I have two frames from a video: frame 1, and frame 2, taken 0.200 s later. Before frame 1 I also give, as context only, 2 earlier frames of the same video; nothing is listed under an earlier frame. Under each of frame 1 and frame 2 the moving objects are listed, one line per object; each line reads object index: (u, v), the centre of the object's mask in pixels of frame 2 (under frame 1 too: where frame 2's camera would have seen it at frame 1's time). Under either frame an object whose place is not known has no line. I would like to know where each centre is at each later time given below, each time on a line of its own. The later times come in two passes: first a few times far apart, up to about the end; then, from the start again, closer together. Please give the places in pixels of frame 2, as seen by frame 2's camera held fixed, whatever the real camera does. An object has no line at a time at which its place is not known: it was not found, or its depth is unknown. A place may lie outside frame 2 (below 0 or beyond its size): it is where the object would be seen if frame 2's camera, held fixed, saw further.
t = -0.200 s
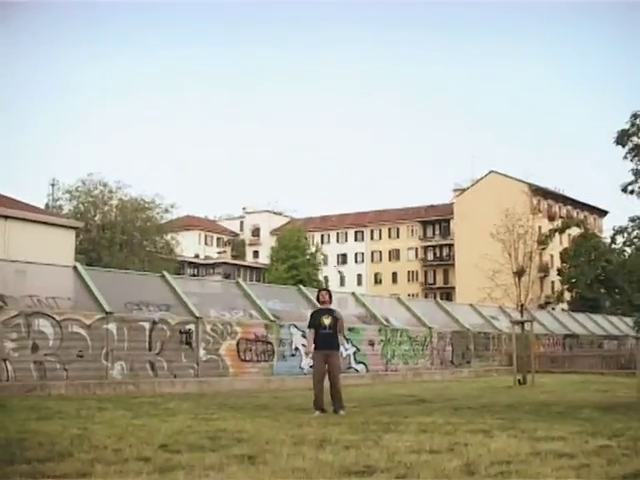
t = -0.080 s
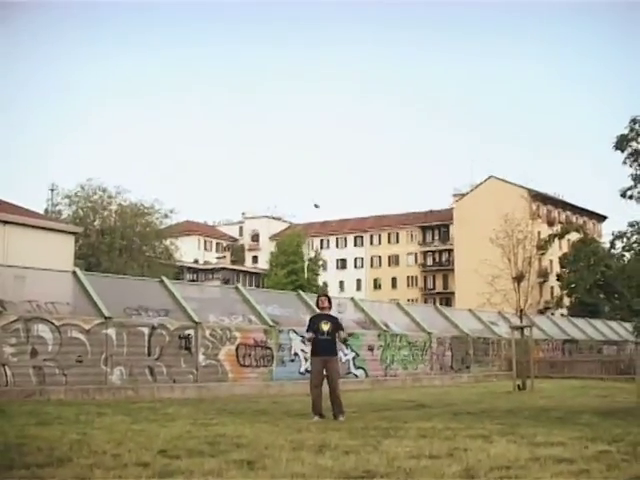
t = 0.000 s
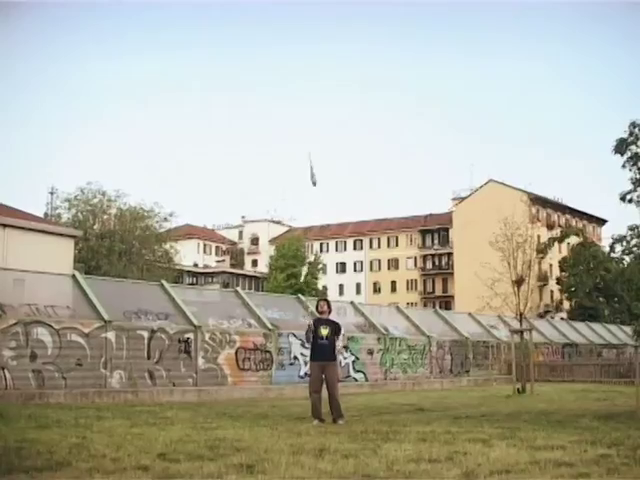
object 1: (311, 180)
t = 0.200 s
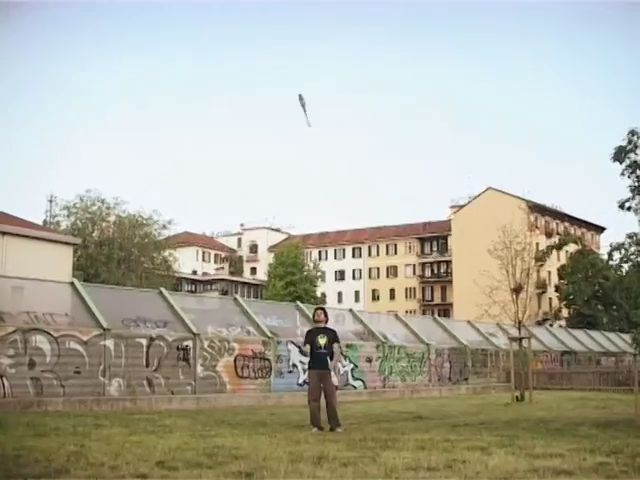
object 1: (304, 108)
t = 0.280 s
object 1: (300, 86)
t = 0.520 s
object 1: (292, 56)
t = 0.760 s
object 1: (284, 62)
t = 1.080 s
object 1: (272, 132)
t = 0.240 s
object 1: (302, 98)
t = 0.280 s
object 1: (300, 86)
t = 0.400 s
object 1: (296, 66)
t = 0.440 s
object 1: (295, 62)
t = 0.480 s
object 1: (294, 58)
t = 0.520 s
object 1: (292, 56)
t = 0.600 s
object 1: (289, 54)
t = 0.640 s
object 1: (288, 54)
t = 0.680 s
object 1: (287, 56)
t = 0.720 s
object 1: (286, 59)
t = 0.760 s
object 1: (284, 62)
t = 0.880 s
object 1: (280, 79)
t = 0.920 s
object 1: (278, 87)
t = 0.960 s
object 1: (277, 96)
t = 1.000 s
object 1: (276, 107)
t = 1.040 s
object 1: (274, 118)
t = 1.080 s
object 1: (272, 132)
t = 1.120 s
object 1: (270, 143)
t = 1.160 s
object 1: (270, 158)
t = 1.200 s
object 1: (268, 172)
